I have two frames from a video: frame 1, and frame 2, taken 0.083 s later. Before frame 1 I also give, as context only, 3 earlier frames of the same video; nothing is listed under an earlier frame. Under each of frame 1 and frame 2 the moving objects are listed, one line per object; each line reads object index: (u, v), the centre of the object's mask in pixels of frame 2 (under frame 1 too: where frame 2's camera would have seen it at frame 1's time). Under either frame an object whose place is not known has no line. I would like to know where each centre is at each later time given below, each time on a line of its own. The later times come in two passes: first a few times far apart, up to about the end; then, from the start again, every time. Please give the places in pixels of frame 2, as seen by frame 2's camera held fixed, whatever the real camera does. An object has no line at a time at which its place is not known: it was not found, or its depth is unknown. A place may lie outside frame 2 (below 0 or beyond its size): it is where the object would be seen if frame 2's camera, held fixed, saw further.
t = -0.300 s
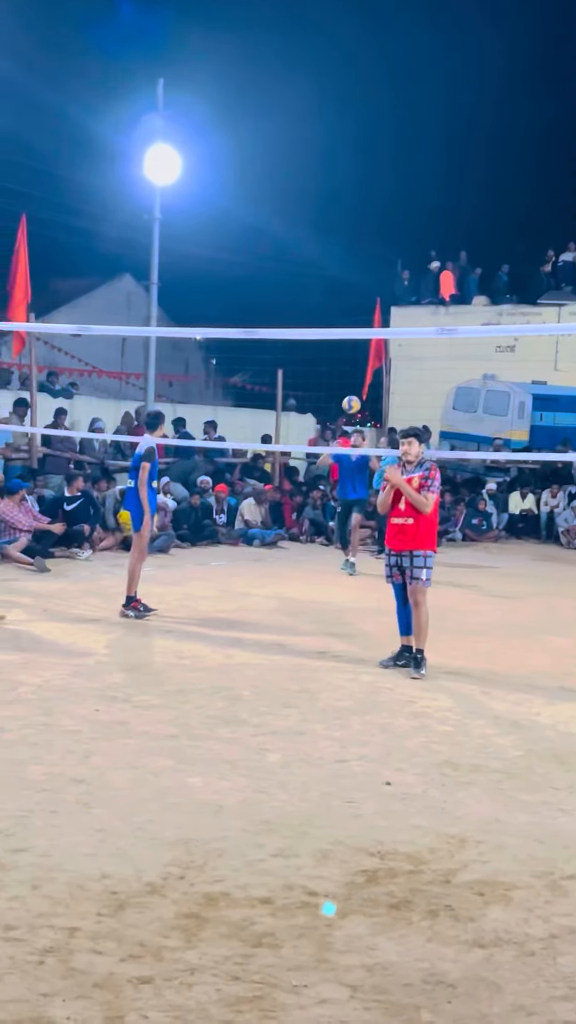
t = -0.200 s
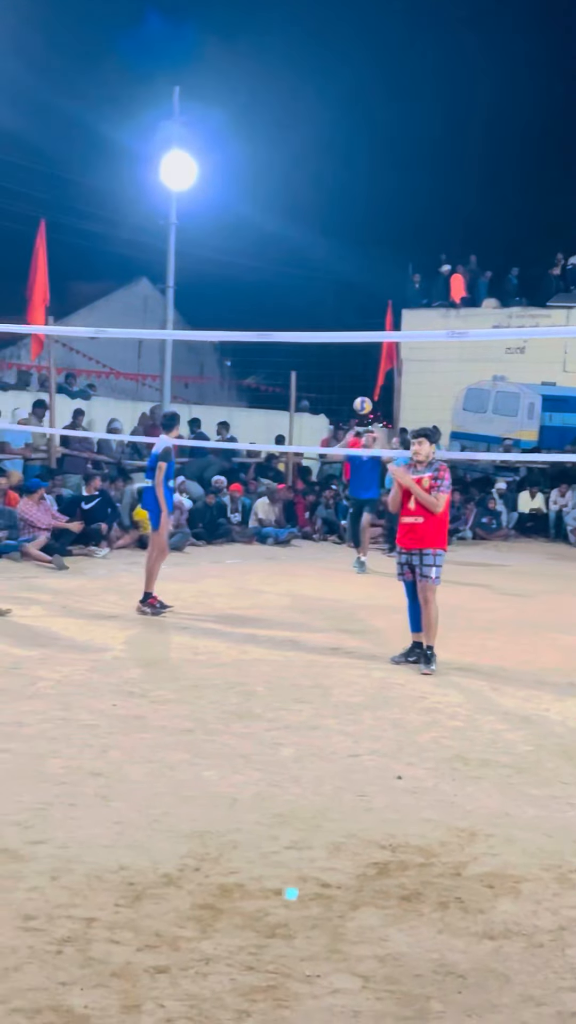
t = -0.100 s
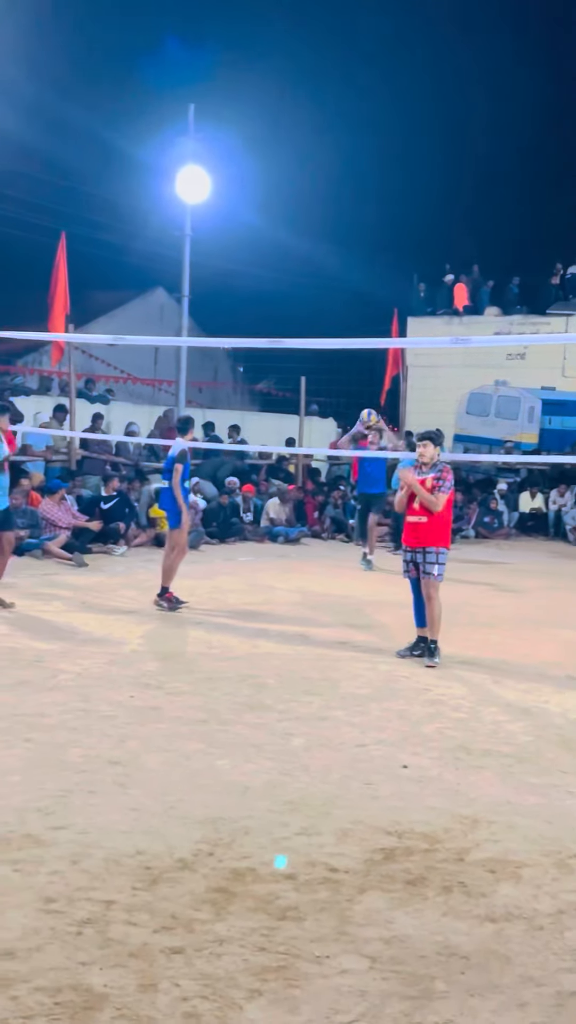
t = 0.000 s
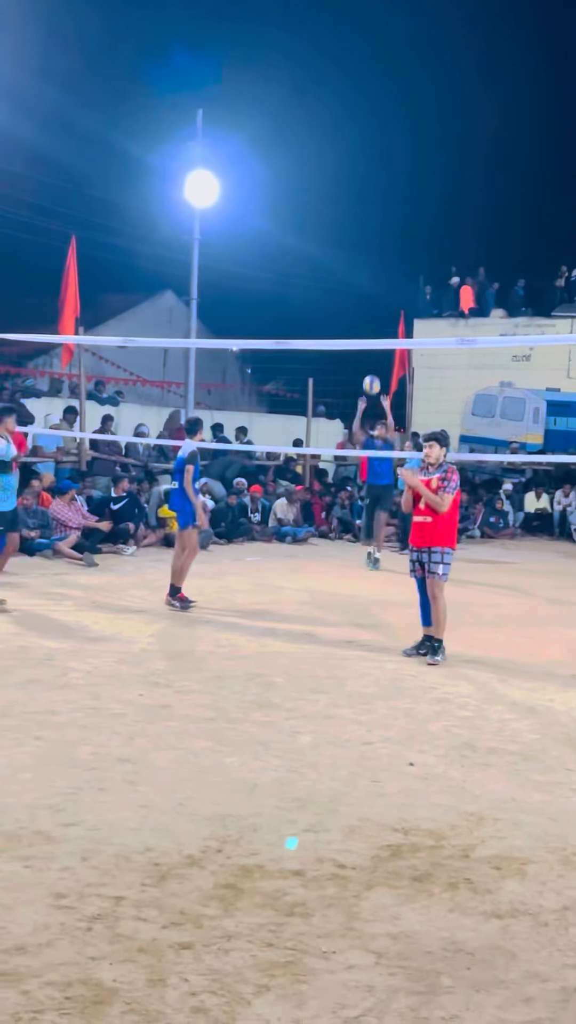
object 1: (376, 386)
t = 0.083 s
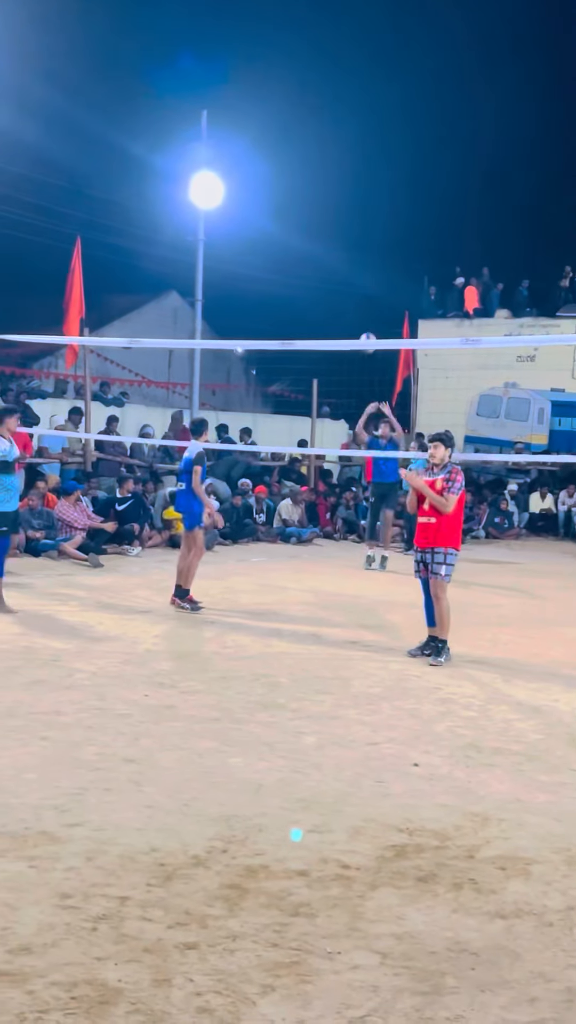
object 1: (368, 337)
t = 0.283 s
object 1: (346, 257)
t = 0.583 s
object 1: (306, 181)
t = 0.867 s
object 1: (260, 177)
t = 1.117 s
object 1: (211, 250)
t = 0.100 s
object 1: (366, 333)
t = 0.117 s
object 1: (365, 327)
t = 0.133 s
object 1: (363, 319)
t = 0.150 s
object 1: (361, 311)
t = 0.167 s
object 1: (360, 304)
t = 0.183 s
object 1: (358, 297)
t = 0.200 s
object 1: (356, 289)
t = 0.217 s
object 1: (354, 283)
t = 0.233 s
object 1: (352, 276)
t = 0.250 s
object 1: (350, 269)
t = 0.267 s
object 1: (348, 263)
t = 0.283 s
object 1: (346, 257)
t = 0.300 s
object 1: (344, 251)
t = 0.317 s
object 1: (342, 245)
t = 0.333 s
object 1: (340, 239)
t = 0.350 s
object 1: (338, 234)
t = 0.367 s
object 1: (336, 229)
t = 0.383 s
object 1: (334, 224)
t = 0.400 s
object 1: (332, 219)
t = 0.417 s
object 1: (330, 214)
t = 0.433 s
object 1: (328, 210)
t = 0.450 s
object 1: (325, 206)
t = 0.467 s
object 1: (323, 202)
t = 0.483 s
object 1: (321, 198)
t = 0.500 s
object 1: (318, 194)
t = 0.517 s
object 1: (316, 191)
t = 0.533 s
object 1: (313, 188)
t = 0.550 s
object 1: (311, 185)
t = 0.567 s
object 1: (308, 183)
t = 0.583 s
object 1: (306, 181)
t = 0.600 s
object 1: (303, 178)
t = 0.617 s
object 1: (301, 176)
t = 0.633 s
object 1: (299, 174)
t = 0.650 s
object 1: (296, 173)
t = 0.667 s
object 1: (294, 171)
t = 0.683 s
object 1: (291, 171)
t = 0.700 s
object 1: (288, 170)
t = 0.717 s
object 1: (285, 170)
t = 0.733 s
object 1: (283, 169)
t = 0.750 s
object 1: (281, 169)
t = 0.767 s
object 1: (278, 169)
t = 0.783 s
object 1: (275, 169)
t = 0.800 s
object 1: (273, 170)
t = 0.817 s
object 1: (270, 171)
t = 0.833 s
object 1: (267, 173)
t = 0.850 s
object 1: (264, 175)
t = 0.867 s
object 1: (260, 177)
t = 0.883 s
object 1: (257, 179)
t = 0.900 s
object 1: (254, 182)
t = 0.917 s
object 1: (251, 185)
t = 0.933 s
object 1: (248, 189)
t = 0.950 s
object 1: (245, 193)
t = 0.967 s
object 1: (242, 197)
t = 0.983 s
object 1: (239, 201)
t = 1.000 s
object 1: (236, 207)
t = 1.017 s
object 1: (232, 212)
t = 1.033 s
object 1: (229, 217)
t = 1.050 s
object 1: (225, 223)
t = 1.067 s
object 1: (222, 229)
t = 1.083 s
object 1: (218, 236)
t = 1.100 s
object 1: (215, 243)
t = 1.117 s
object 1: (211, 250)
